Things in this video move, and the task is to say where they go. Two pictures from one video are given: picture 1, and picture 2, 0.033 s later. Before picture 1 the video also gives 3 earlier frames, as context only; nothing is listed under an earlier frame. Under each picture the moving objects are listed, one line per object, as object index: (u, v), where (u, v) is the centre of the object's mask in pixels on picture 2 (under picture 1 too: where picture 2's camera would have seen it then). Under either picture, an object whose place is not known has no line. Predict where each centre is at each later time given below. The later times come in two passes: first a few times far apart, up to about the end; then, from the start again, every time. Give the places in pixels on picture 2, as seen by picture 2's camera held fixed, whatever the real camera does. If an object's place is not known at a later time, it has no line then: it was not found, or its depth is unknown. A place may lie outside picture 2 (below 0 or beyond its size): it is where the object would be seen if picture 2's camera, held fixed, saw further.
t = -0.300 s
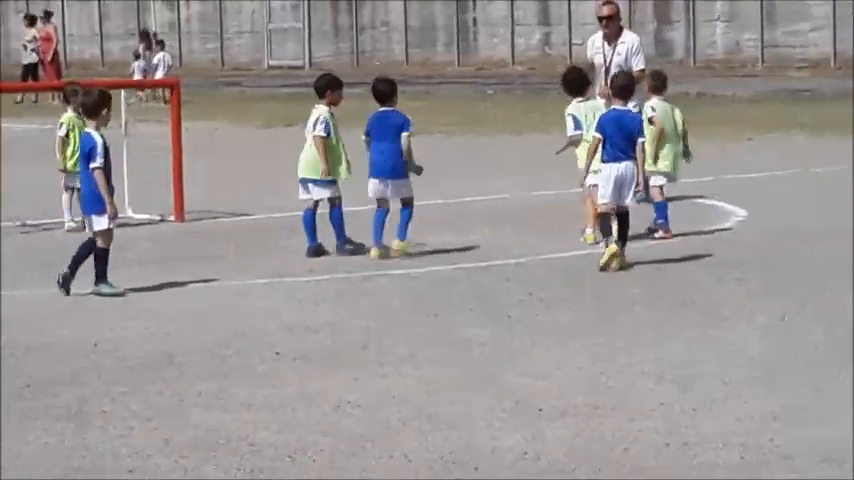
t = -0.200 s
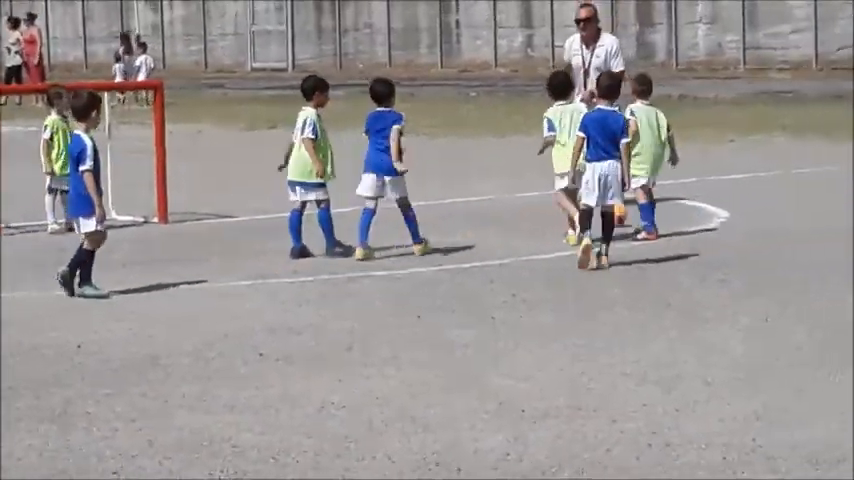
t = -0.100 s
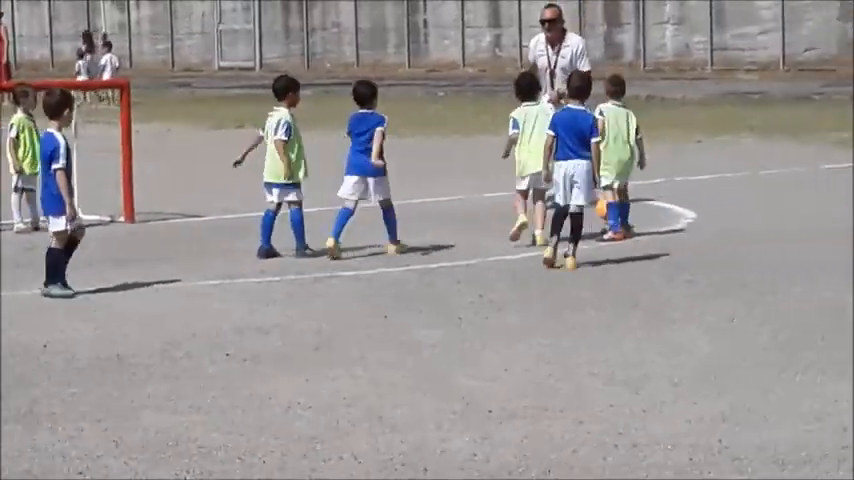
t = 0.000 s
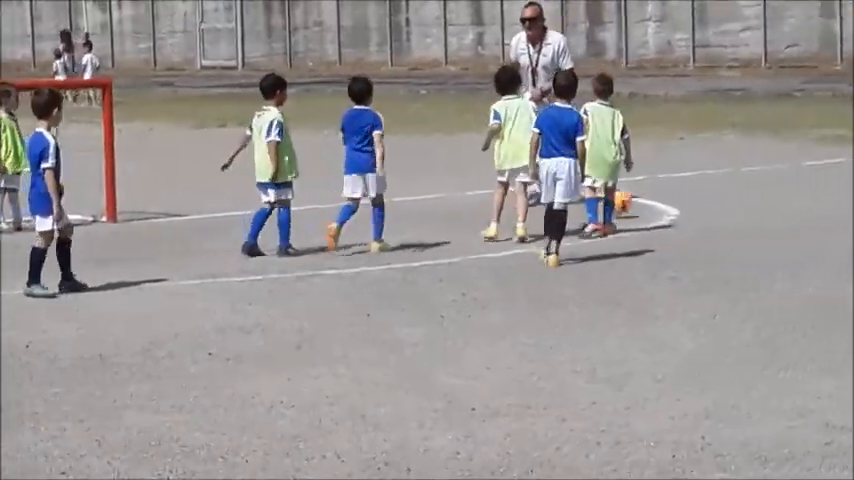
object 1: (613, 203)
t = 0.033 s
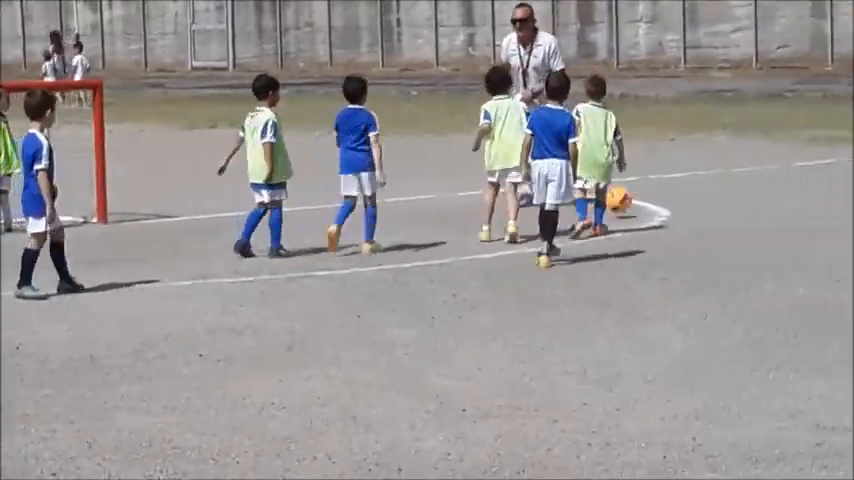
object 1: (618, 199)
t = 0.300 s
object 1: (687, 193)
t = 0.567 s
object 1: (751, 190)
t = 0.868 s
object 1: (821, 183)
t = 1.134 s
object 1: (879, 177)
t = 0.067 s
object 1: (627, 198)
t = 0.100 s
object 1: (636, 198)
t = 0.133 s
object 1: (645, 200)
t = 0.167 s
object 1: (654, 201)
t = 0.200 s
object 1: (663, 196)
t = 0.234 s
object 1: (670, 195)
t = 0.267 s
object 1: (678, 194)
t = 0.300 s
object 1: (687, 193)
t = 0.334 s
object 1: (695, 195)
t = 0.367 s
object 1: (703, 195)
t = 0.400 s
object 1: (711, 192)
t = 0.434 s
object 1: (719, 191)
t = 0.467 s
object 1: (727, 190)
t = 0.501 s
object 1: (735, 190)
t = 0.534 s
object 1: (744, 192)
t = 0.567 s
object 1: (751, 190)
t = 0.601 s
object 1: (759, 190)
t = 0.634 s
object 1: (766, 189)
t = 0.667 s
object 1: (774, 189)
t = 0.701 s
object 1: (782, 188)
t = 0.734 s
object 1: (790, 187)
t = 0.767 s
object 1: (798, 186)
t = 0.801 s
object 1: (805, 185)
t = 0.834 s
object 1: (813, 184)
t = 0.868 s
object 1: (821, 183)
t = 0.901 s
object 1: (828, 182)
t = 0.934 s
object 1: (835, 182)
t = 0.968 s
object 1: (843, 181)
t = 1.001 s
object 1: (850, 179)
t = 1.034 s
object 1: (857, 178)
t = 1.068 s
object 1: (864, 178)
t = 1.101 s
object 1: (871, 178)
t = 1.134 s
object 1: (879, 177)
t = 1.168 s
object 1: (886, 176)
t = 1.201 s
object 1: (893, 176)
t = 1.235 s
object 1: (899, 173)
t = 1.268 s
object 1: (905, 172)
